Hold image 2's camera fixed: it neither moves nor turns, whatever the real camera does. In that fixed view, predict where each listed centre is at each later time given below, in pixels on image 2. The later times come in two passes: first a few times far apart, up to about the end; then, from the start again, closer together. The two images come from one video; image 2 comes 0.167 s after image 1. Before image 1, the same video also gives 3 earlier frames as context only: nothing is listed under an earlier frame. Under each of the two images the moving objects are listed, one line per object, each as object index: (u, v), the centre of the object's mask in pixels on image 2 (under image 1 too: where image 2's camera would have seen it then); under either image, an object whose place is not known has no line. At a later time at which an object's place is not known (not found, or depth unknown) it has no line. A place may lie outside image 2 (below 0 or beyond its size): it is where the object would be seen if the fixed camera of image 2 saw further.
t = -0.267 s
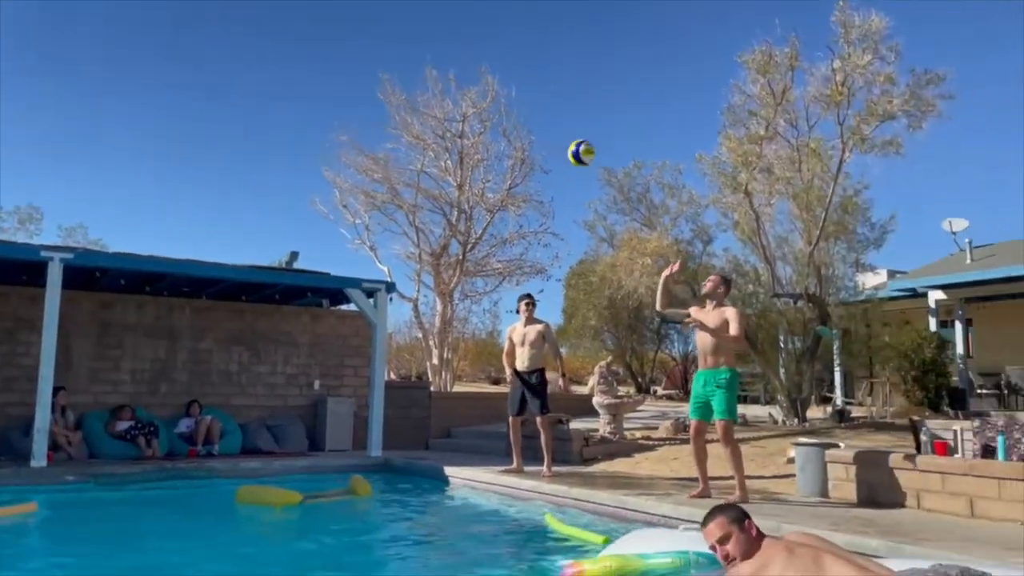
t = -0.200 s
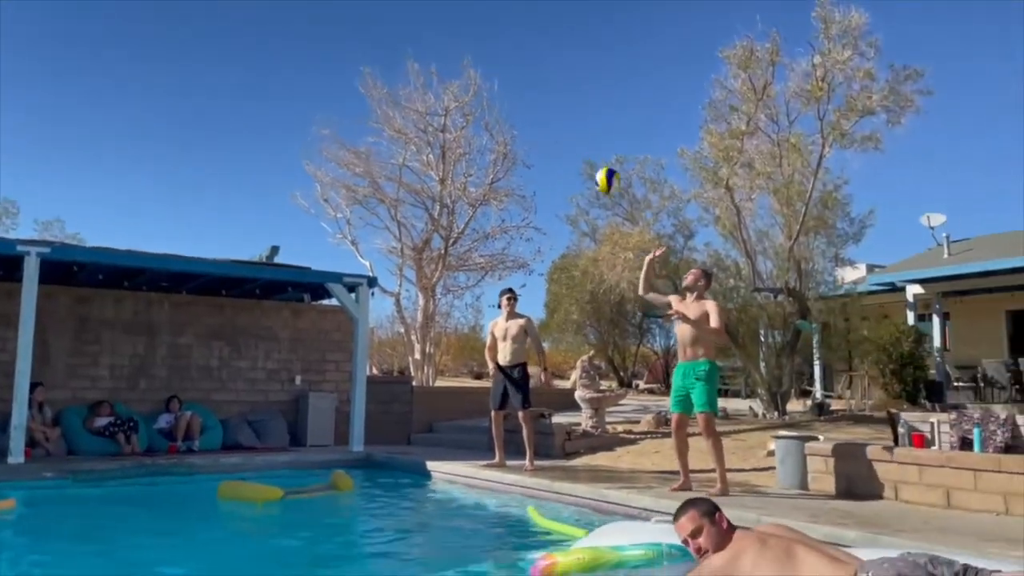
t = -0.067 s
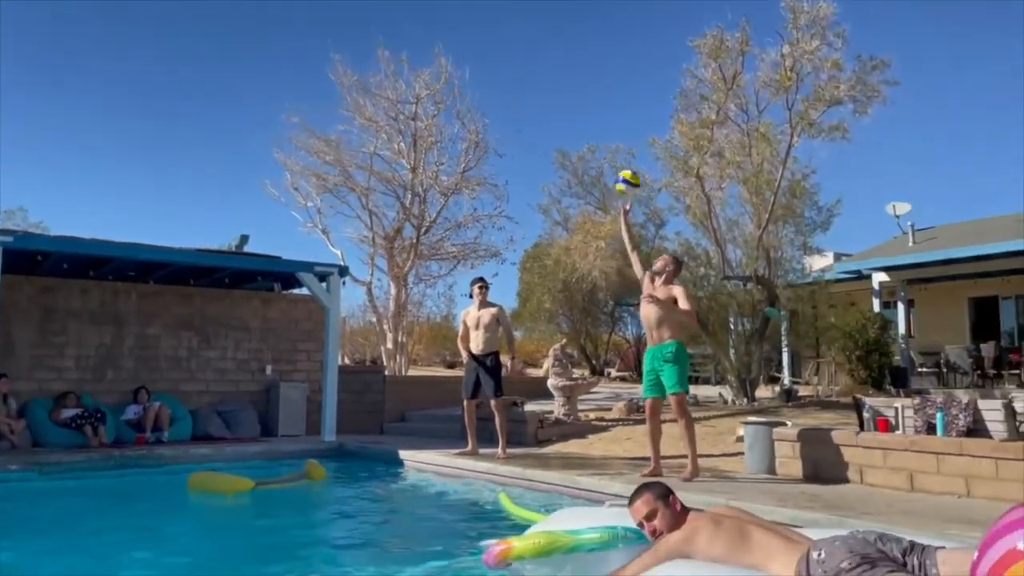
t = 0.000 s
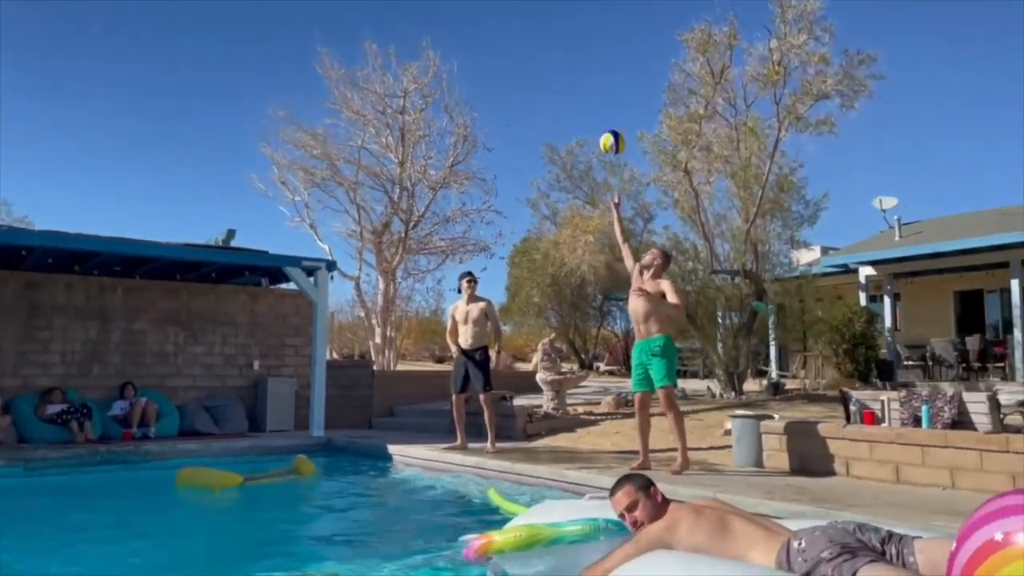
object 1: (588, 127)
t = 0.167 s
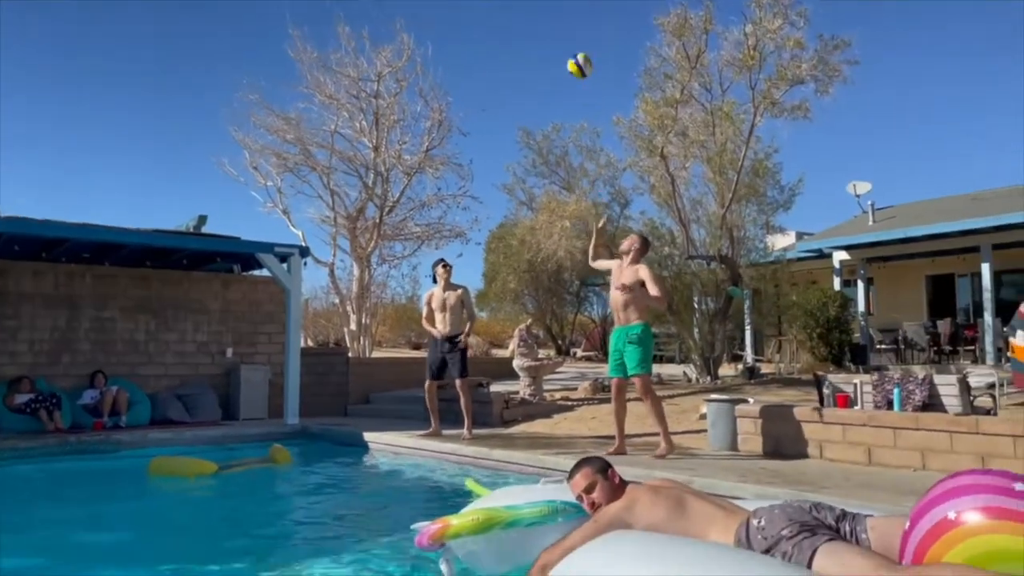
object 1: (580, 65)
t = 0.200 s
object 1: (578, 58)
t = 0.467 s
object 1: (566, 37)
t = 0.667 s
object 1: (559, 69)
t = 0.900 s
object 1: (550, 152)
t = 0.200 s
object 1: (578, 58)
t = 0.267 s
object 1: (575, 45)
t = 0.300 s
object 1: (574, 41)
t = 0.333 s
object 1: (572, 39)
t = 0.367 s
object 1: (571, 36)
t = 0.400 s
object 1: (569, 36)
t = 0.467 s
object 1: (566, 37)
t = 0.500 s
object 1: (565, 40)
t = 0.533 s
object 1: (564, 43)
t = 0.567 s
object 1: (562, 48)
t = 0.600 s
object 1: (561, 54)
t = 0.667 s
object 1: (559, 69)
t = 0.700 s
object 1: (557, 78)
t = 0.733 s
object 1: (556, 88)
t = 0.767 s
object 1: (555, 99)
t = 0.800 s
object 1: (553, 111)
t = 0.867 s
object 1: (550, 136)
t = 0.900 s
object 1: (550, 152)
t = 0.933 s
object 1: (548, 168)
